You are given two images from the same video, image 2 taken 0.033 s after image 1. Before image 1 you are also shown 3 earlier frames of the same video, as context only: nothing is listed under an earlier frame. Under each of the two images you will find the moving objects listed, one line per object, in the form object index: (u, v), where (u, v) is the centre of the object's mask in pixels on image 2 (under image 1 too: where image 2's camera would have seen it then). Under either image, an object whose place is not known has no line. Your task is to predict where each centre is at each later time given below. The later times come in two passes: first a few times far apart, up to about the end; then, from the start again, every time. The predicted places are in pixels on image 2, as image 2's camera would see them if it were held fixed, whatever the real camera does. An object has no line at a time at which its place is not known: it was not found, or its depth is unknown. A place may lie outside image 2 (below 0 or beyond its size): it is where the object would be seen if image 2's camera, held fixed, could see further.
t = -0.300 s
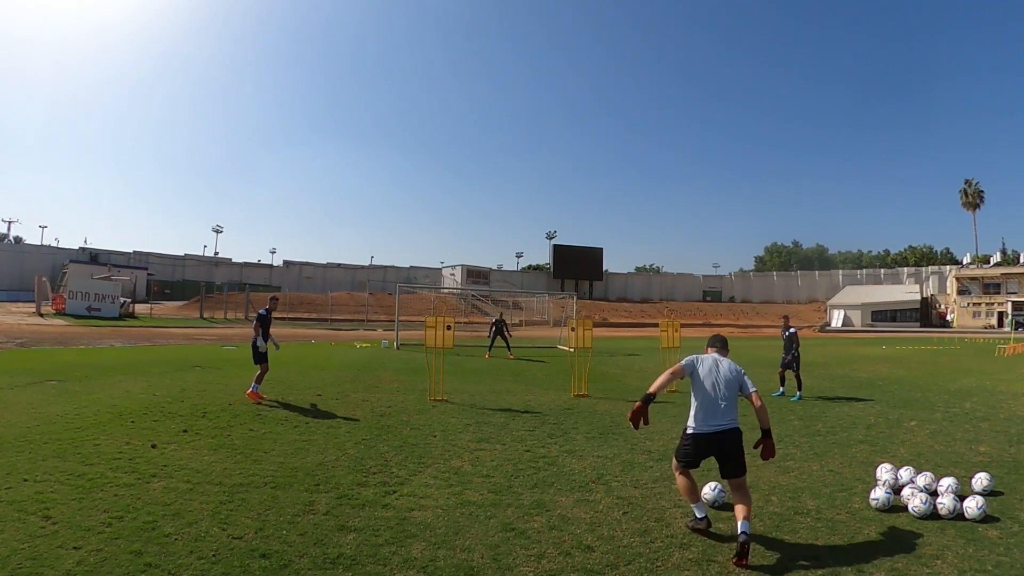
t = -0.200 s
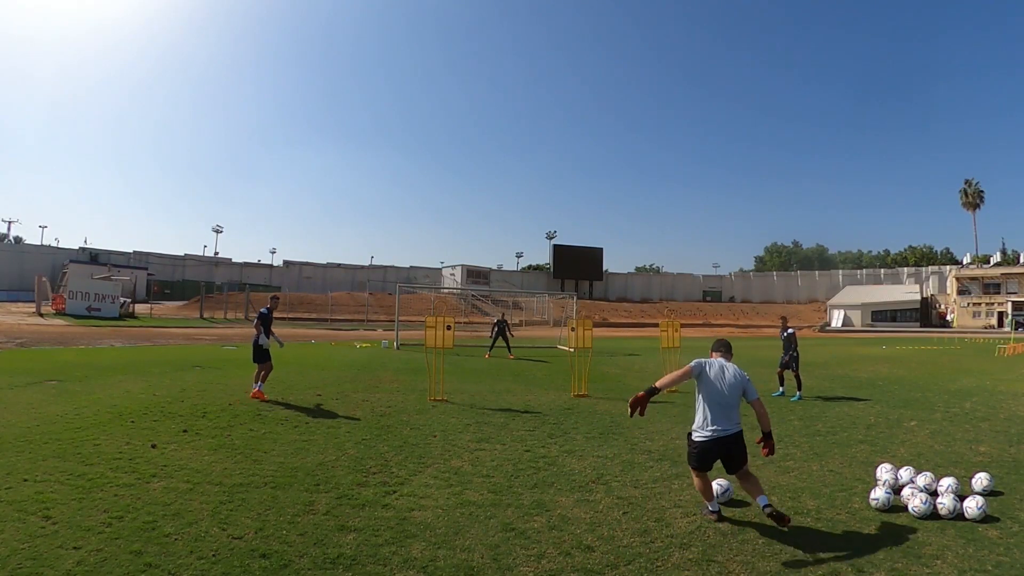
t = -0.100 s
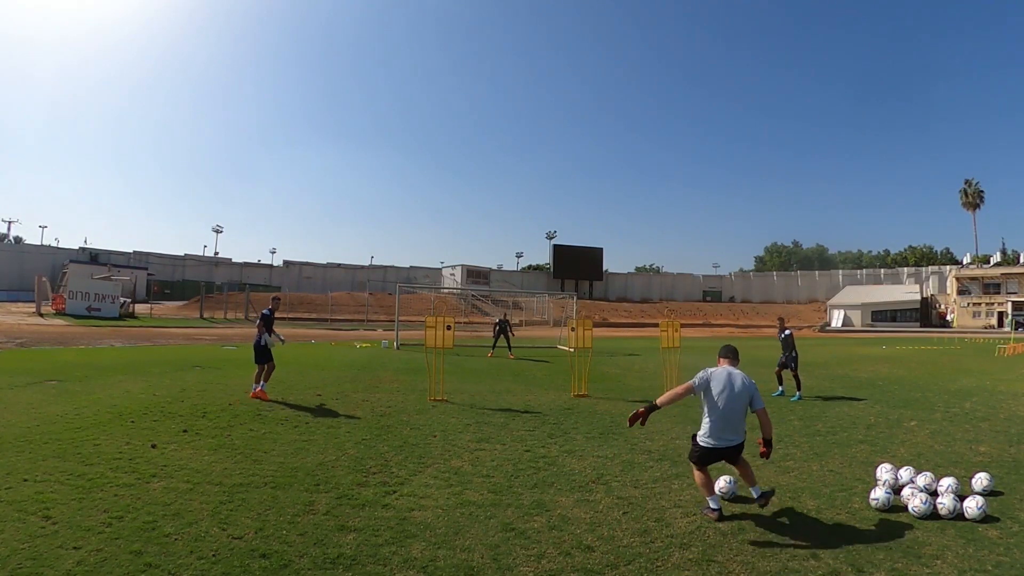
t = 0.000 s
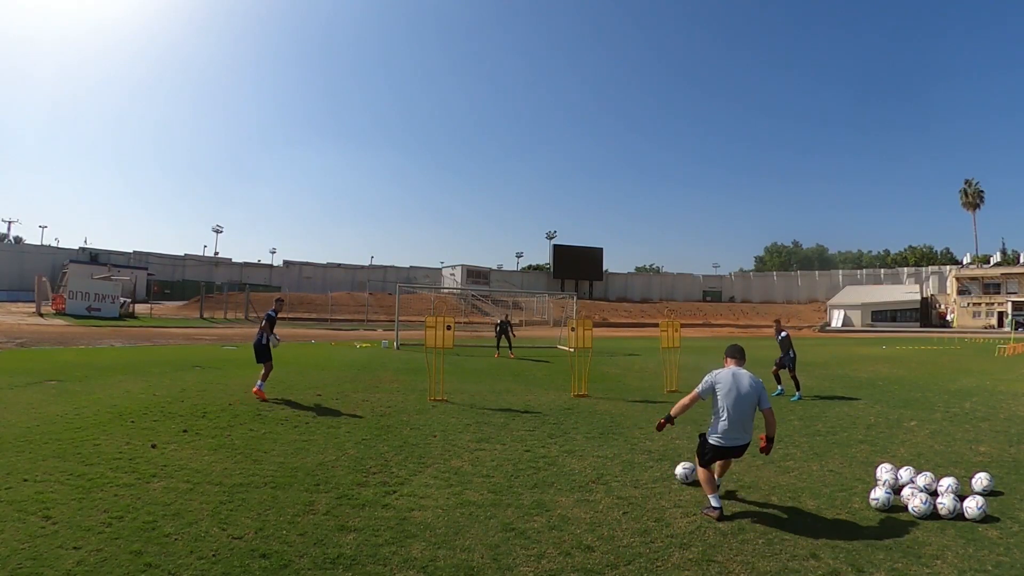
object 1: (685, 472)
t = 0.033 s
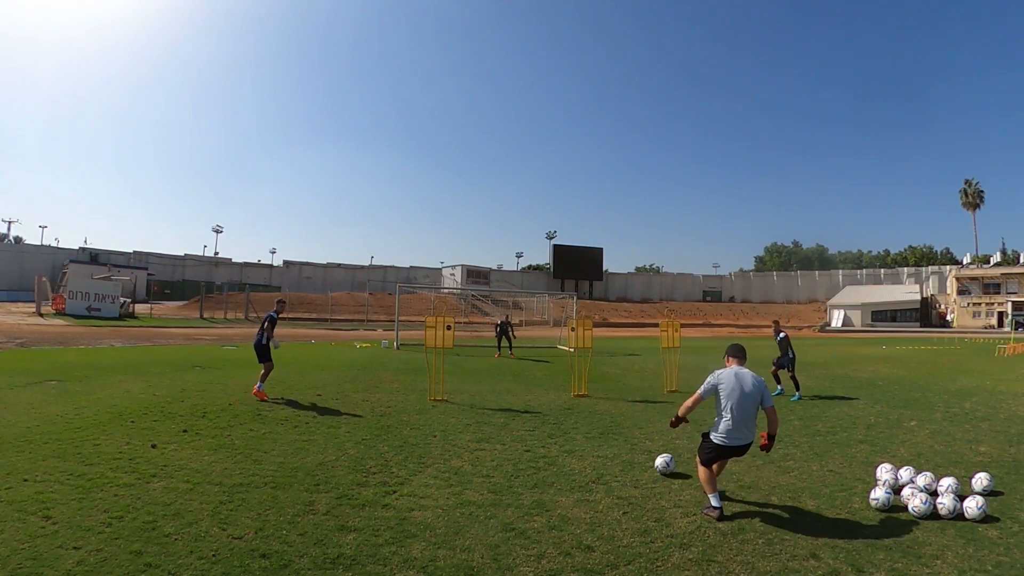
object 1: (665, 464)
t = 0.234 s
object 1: (574, 431)
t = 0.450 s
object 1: (520, 410)
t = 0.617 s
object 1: (495, 399)
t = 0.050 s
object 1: (655, 460)
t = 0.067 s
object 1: (647, 457)
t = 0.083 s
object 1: (637, 454)
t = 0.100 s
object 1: (629, 451)
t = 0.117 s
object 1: (621, 448)
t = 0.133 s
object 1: (613, 446)
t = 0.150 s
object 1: (605, 443)
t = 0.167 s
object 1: (598, 441)
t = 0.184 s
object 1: (591, 438)
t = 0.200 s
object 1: (585, 436)
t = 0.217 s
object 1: (580, 433)
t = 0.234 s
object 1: (574, 431)
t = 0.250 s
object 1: (569, 429)
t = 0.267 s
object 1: (563, 427)
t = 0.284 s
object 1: (558, 426)
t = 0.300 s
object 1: (553, 424)
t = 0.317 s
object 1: (549, 422)
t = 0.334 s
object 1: (545, 420)
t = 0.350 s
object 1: (541, 418)
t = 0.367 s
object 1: (537, 416)
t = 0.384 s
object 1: (533, 415)
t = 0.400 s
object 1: (530, 413)
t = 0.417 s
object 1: (526, 412)
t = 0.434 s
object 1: (523, 411)
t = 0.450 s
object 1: (520, 410)
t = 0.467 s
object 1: (517, 409)
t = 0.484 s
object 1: (514, 407)
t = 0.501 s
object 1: (512, 406)
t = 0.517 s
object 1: (509, 404)
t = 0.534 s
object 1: (506, 404)
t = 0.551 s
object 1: (504, 403)
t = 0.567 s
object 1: (502, 402)
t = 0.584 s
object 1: (499, 401)
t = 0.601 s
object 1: (497, 400)
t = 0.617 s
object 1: (495, 399)
